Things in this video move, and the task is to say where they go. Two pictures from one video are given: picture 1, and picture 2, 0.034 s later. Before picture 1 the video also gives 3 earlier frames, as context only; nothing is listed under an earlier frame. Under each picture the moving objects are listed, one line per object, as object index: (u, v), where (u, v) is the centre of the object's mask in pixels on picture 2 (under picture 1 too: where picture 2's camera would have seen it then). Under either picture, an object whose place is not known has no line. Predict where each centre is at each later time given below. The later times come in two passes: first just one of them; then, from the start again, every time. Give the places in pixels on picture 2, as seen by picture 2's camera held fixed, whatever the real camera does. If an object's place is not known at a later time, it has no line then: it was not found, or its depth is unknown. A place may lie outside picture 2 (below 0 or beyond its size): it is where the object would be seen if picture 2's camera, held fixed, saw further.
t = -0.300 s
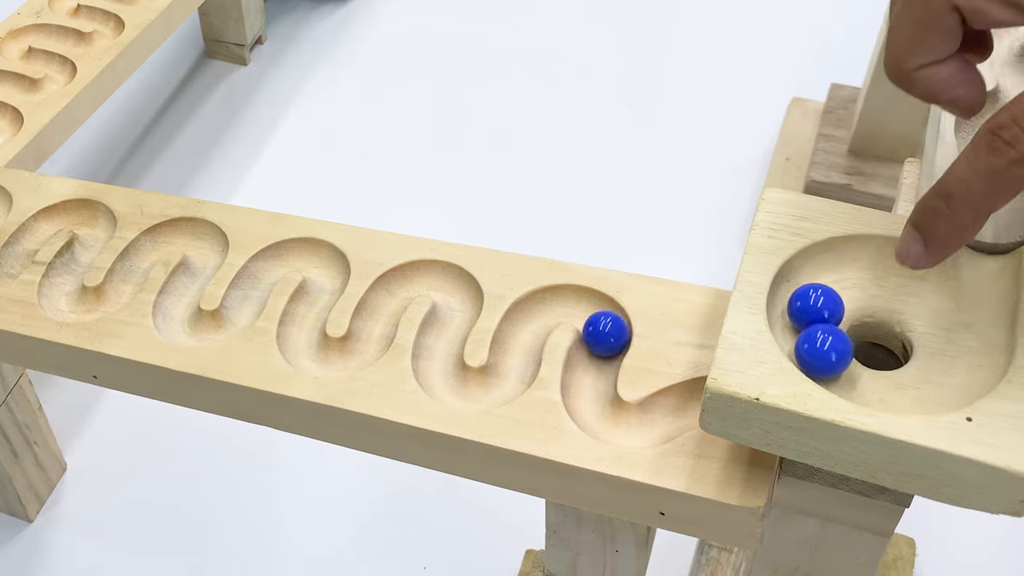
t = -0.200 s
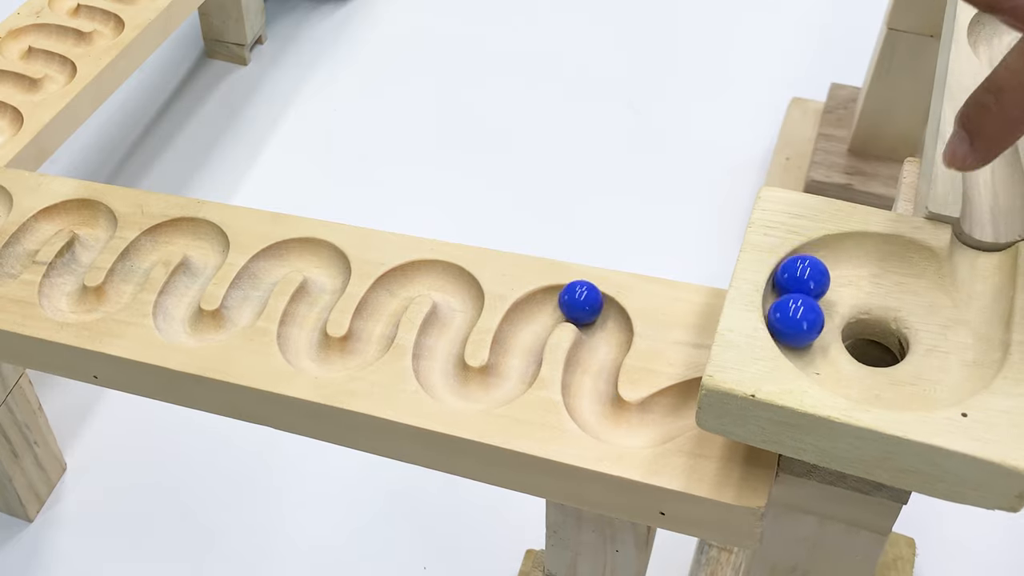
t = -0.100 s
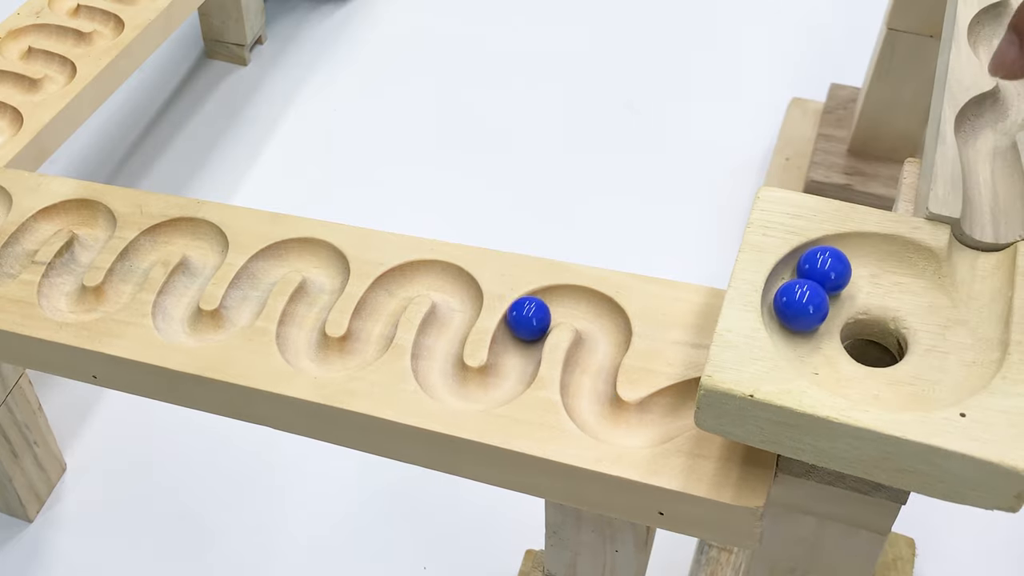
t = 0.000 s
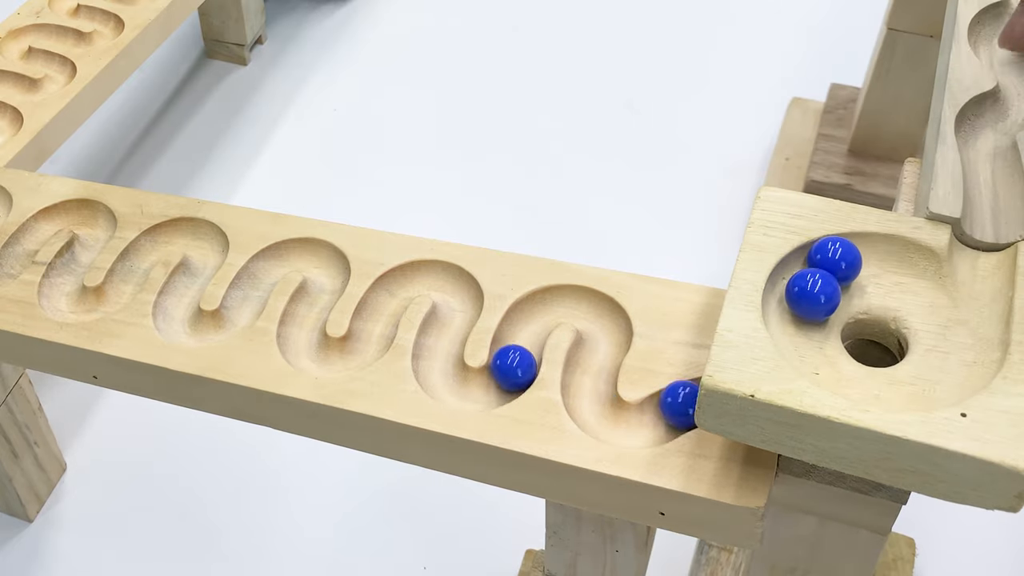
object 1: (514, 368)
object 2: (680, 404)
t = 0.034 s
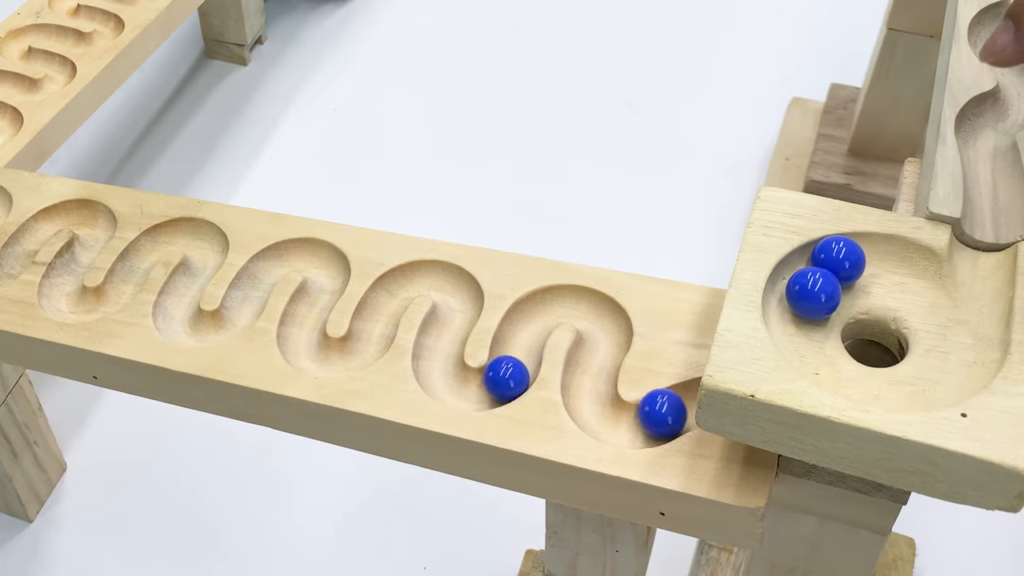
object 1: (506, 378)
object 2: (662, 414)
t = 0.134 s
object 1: (451, 383)
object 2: (596, 410)
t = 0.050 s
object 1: (498, 382)
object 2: (652, 420)
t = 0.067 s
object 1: (489, 386)
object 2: (641, 425)
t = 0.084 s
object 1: (479, 388)
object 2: (629, 425)
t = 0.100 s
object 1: (469, 389)
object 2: (618, 423)
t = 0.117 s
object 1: (460, 387)
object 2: (606, 418)
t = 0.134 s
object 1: (451, 383)
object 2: (596, 410)
